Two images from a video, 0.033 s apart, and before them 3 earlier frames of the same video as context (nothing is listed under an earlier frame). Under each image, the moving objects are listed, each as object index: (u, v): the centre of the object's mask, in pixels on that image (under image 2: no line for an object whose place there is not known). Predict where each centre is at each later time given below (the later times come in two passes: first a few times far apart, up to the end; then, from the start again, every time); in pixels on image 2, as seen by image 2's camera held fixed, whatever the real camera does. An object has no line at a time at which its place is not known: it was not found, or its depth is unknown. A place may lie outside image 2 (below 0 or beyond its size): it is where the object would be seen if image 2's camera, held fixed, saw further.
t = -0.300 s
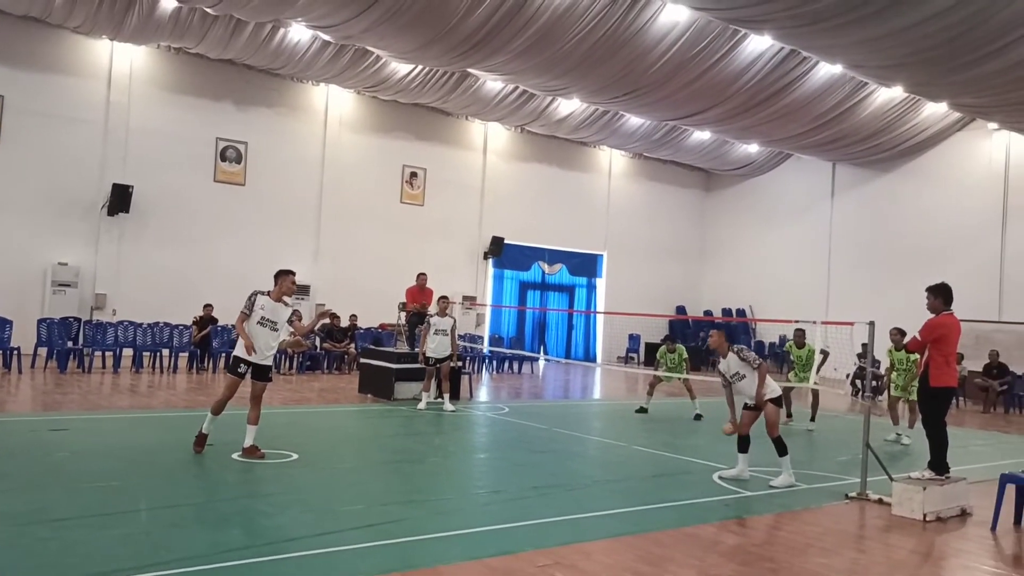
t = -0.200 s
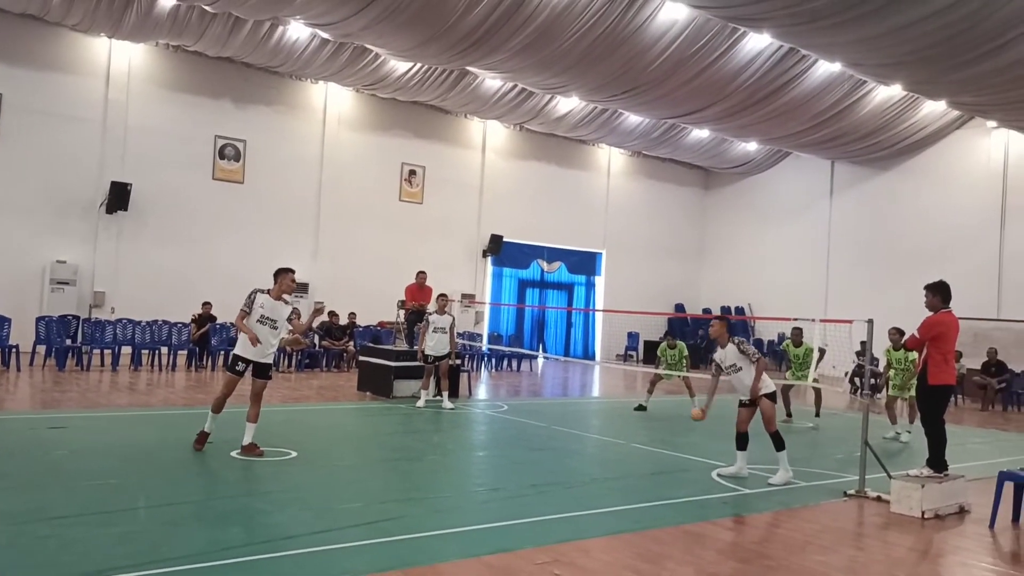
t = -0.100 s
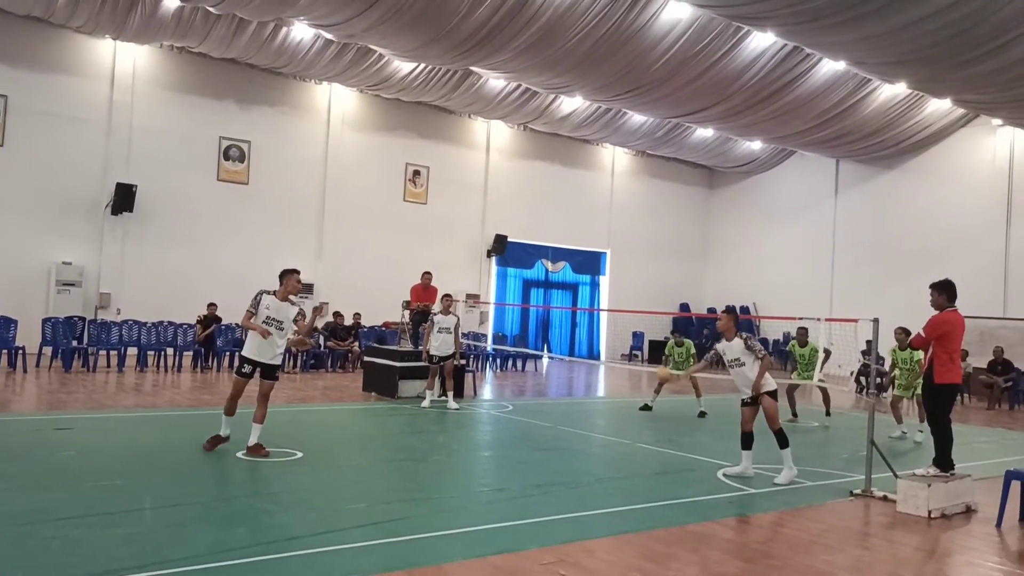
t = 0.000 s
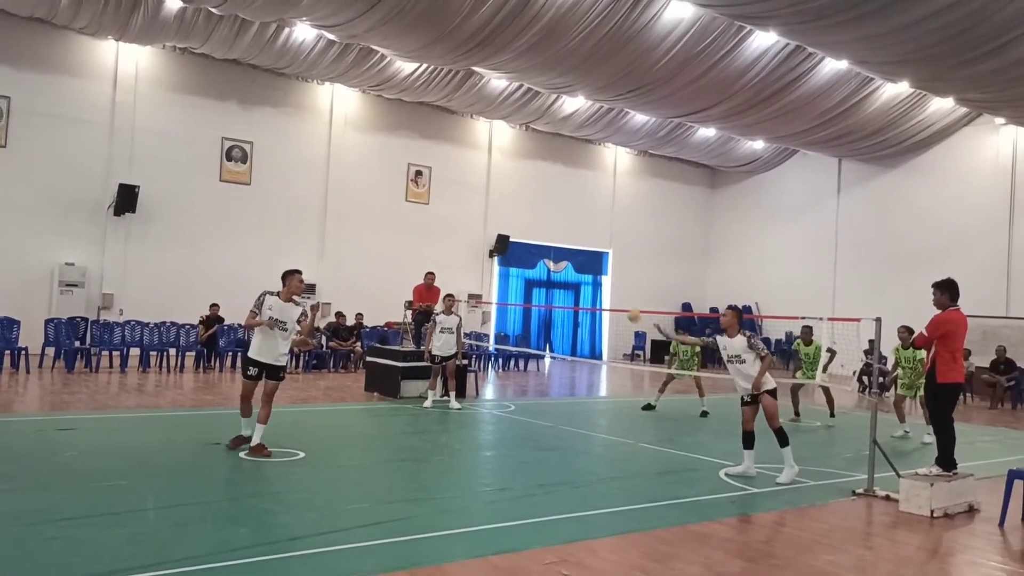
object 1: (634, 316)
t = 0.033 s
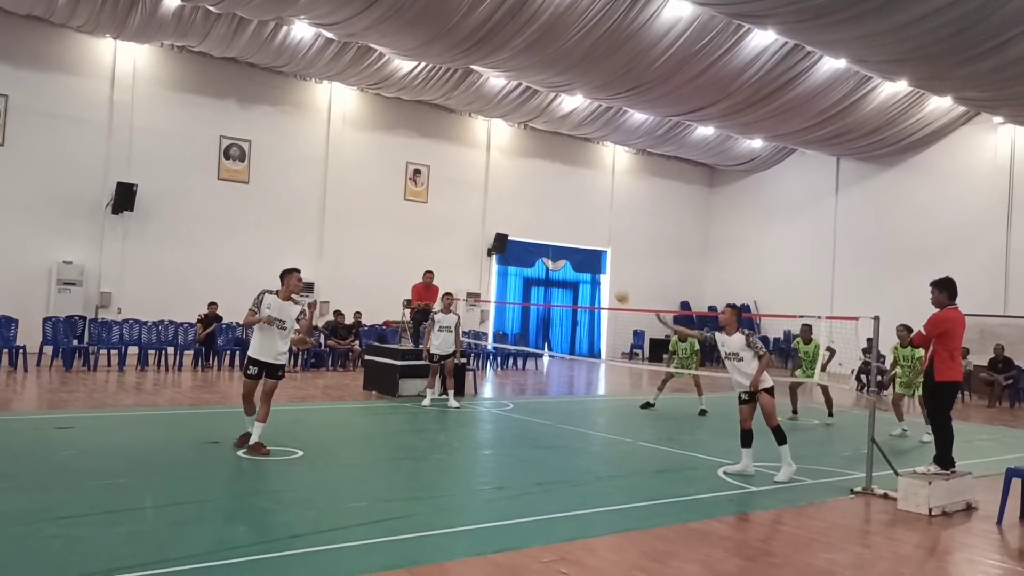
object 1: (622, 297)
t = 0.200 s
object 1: (571, 226)
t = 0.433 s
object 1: (496, 173)
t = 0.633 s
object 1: (429, 172)
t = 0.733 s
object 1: (394, 187)
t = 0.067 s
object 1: (613, 281)
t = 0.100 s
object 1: (601, 264)
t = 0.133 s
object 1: (592, 251)
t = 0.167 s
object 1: (581, 238)
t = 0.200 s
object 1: (571, 226)
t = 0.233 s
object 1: (560, 215)
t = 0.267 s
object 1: (550, 205)
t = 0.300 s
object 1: (539, 197)
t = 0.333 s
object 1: (529, 189)
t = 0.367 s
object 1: (518, 183)
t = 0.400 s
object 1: (507, 177)
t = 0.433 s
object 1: (496, 173)
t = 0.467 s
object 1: (485, 170)
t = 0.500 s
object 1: (474, 168)
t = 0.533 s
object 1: (463, 168)
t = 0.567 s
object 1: (451, 168)
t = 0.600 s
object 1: (440, 170)
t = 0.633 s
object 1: (429, 172)
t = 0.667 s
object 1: (417, 176)
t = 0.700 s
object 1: (405, 181)
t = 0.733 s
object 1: (394, 187)
